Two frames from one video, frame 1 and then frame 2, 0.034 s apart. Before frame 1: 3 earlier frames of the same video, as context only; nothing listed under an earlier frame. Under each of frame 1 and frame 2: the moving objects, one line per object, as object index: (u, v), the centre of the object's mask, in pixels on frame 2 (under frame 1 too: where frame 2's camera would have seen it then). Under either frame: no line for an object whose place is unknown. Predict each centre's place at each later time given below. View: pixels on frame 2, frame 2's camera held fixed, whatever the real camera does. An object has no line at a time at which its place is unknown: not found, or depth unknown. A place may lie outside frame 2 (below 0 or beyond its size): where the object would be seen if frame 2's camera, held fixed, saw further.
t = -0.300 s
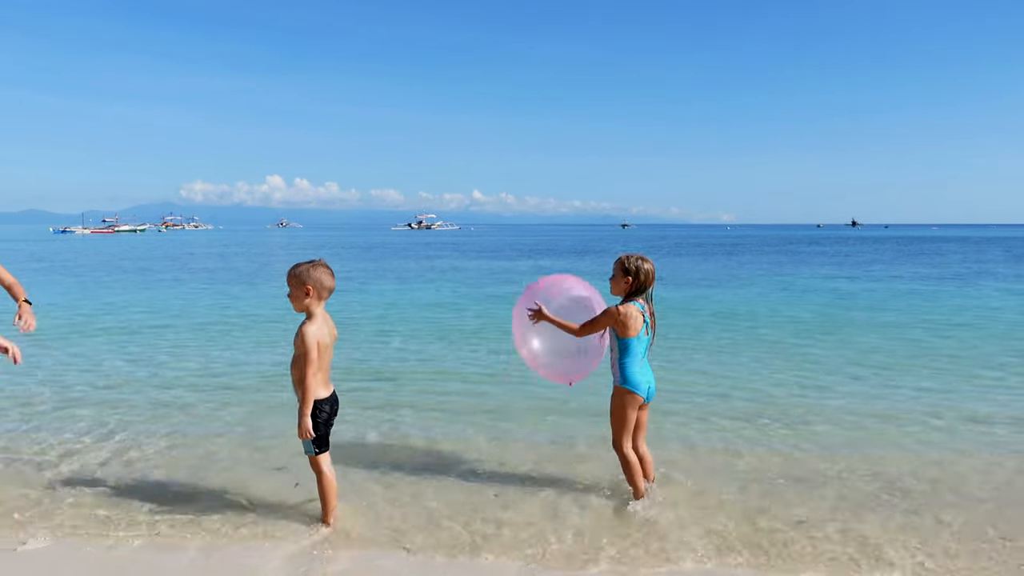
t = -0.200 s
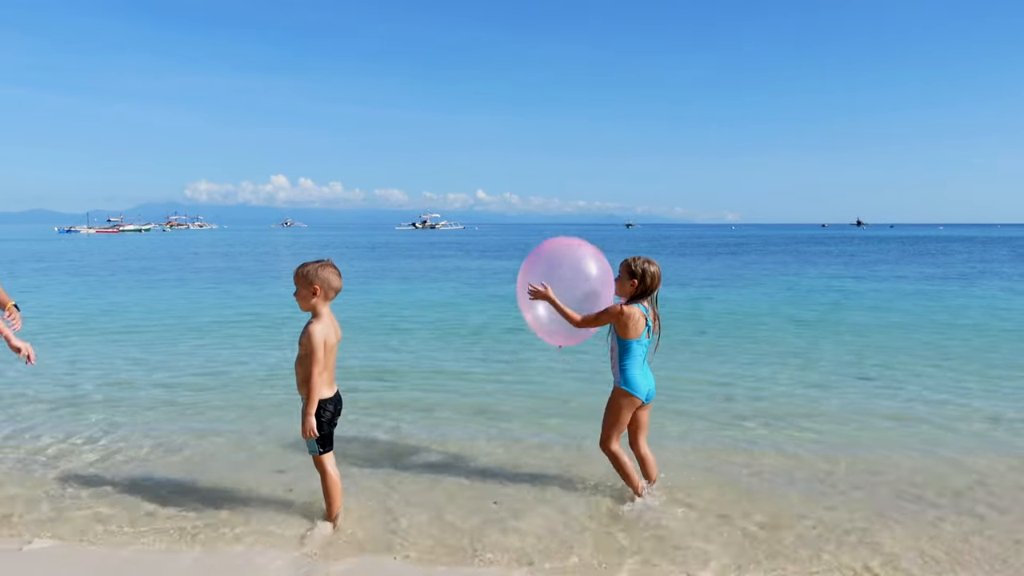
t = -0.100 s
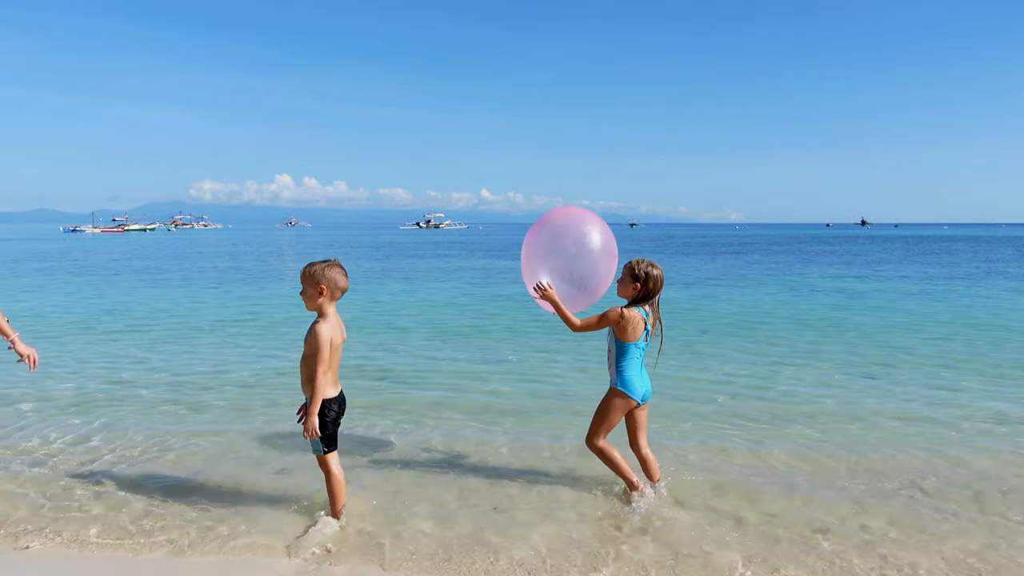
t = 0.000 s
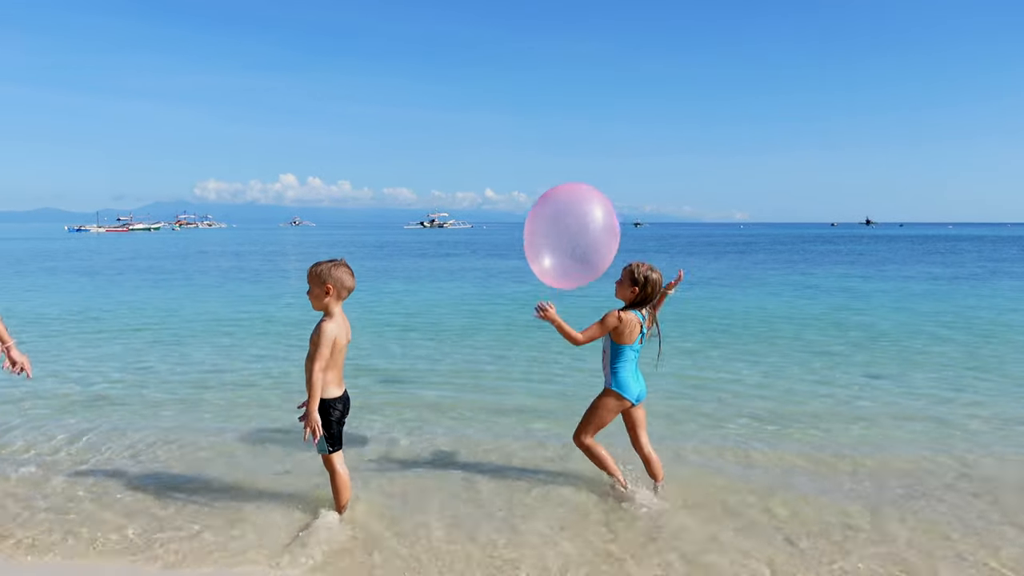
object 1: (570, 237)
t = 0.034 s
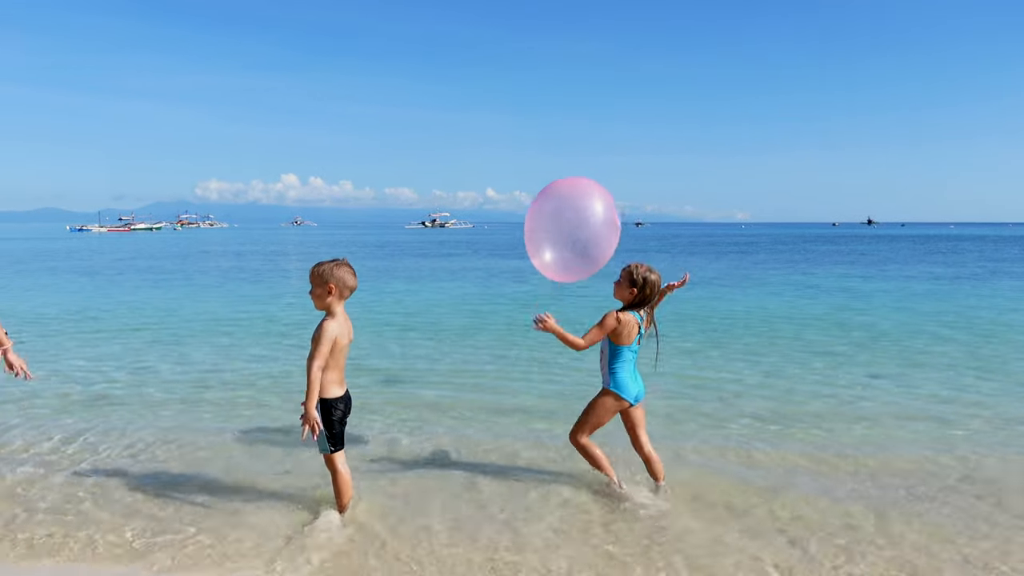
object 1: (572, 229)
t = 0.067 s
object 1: (572, 223)
